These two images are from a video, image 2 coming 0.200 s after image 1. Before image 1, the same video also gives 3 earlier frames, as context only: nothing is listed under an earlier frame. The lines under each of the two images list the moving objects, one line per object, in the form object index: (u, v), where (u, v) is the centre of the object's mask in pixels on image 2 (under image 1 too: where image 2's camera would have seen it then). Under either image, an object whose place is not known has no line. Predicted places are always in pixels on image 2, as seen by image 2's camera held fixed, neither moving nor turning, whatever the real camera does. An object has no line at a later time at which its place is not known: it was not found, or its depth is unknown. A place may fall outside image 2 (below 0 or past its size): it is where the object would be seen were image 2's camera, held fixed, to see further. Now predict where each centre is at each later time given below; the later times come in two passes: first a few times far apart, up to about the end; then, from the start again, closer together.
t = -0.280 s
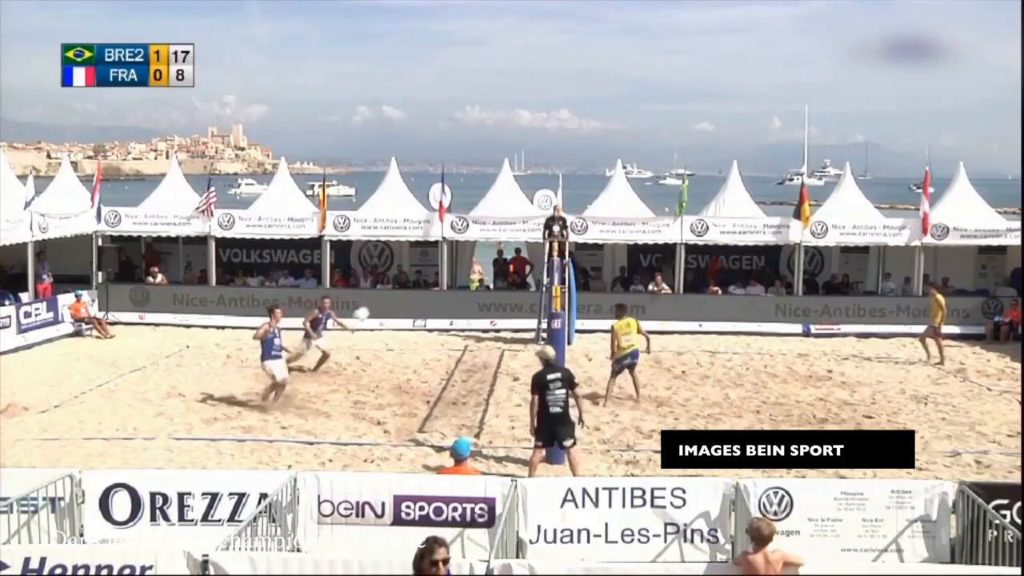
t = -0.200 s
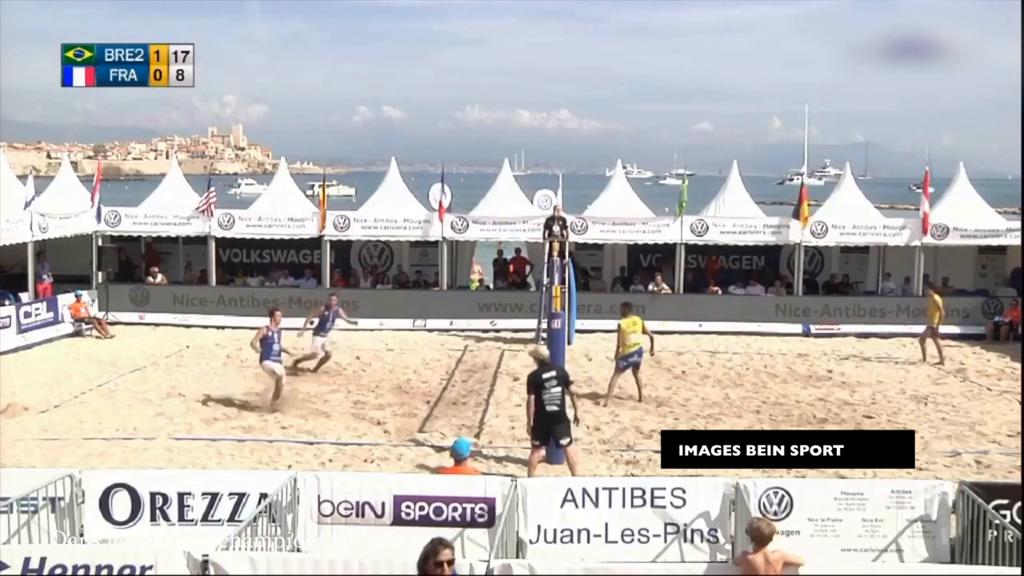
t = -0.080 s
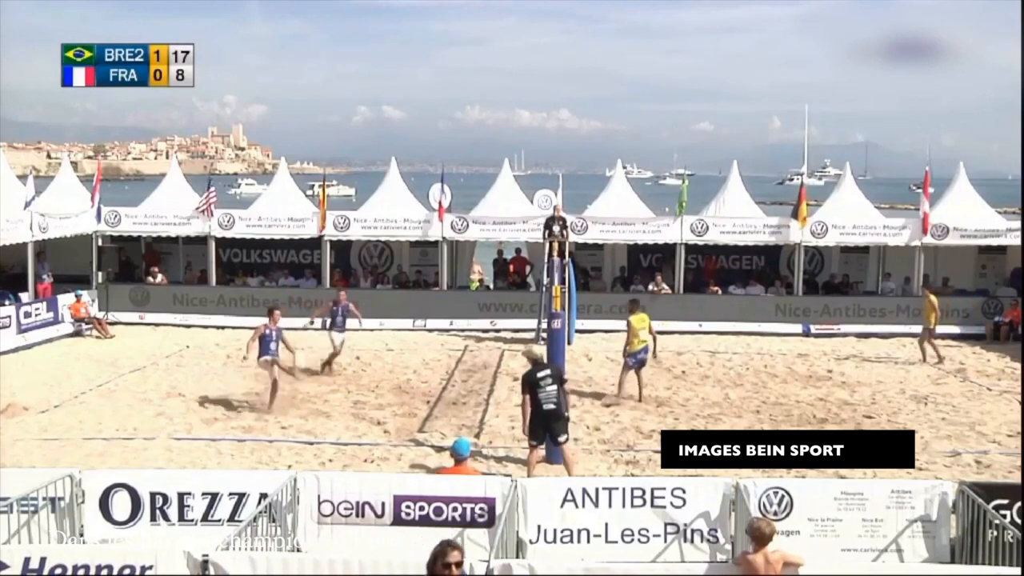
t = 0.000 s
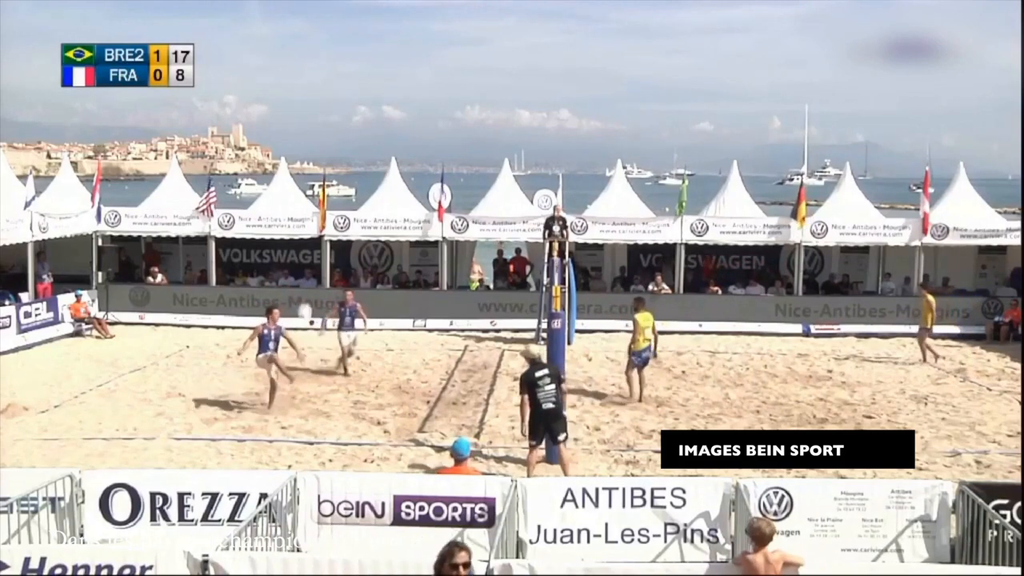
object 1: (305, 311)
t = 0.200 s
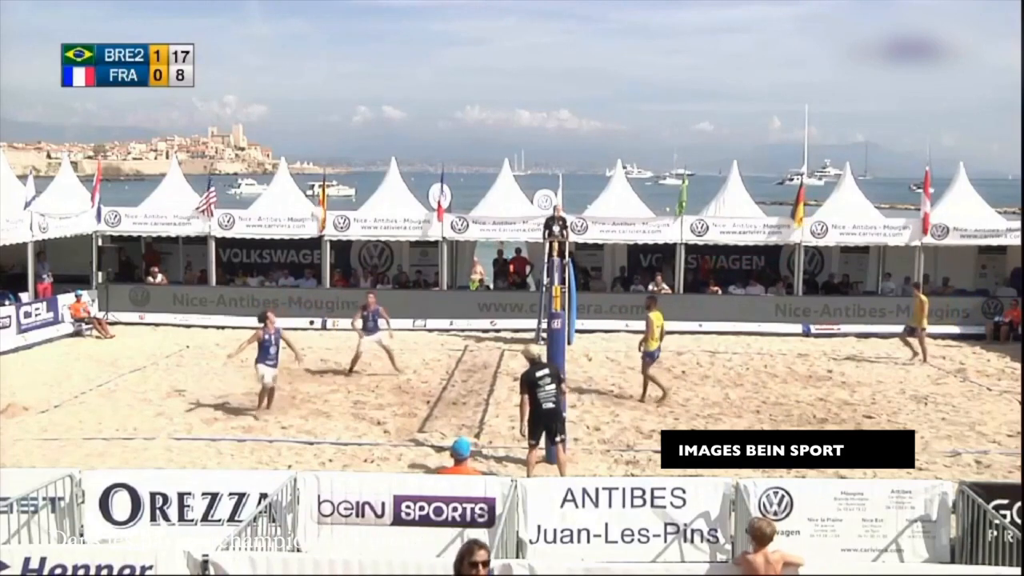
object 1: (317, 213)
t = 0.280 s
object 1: (324, 181)
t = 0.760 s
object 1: (356, 77)
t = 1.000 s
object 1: (371, 80)
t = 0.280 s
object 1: (324, 181)
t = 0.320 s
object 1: (327, 166)
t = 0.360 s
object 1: (330, 153)
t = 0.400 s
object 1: (332, 140)
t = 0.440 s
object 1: (334, 130)
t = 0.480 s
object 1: (337, 119)
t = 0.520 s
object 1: (340, 110)
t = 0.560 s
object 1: (343, 102)
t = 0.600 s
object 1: (345, 95)
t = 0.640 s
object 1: (347, 89)
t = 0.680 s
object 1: (351, 85)
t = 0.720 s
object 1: (353, 80)
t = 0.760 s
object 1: (356, 77)
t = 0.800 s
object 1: (358, 75)
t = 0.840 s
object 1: (361, 74)
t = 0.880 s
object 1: (364, 74)
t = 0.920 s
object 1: (366, 75)
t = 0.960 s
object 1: (369, 77)
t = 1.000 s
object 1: (371, 80)
